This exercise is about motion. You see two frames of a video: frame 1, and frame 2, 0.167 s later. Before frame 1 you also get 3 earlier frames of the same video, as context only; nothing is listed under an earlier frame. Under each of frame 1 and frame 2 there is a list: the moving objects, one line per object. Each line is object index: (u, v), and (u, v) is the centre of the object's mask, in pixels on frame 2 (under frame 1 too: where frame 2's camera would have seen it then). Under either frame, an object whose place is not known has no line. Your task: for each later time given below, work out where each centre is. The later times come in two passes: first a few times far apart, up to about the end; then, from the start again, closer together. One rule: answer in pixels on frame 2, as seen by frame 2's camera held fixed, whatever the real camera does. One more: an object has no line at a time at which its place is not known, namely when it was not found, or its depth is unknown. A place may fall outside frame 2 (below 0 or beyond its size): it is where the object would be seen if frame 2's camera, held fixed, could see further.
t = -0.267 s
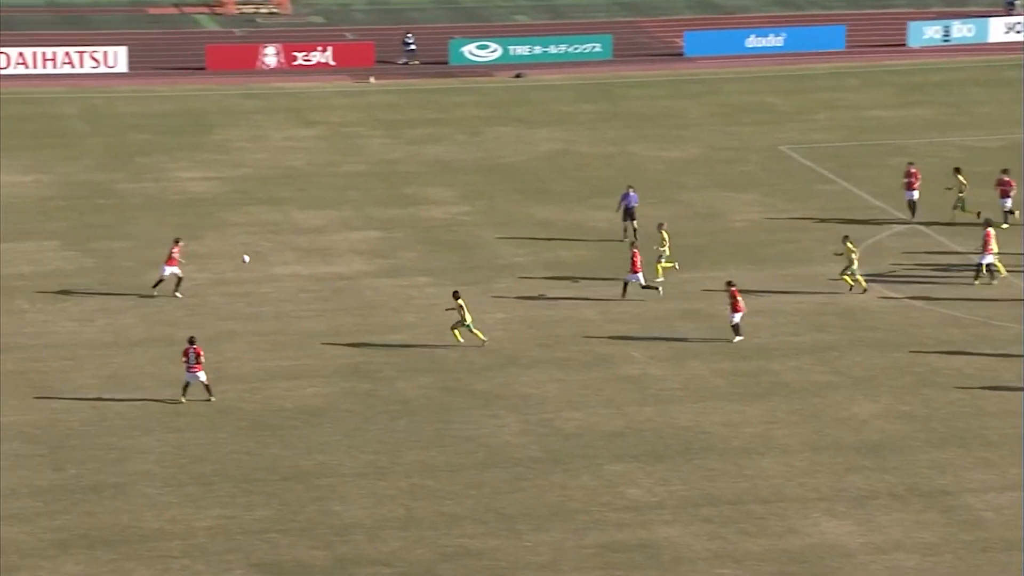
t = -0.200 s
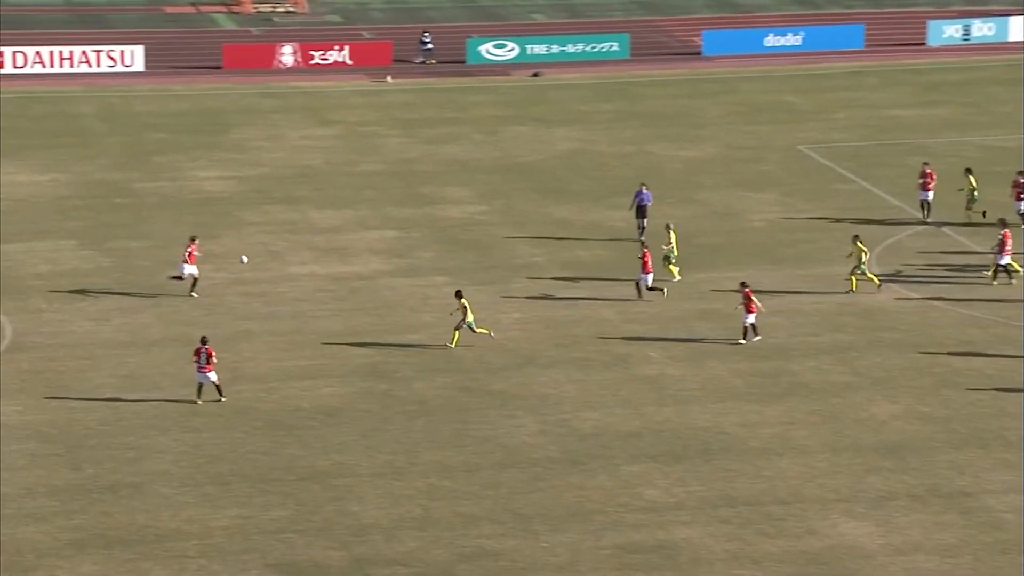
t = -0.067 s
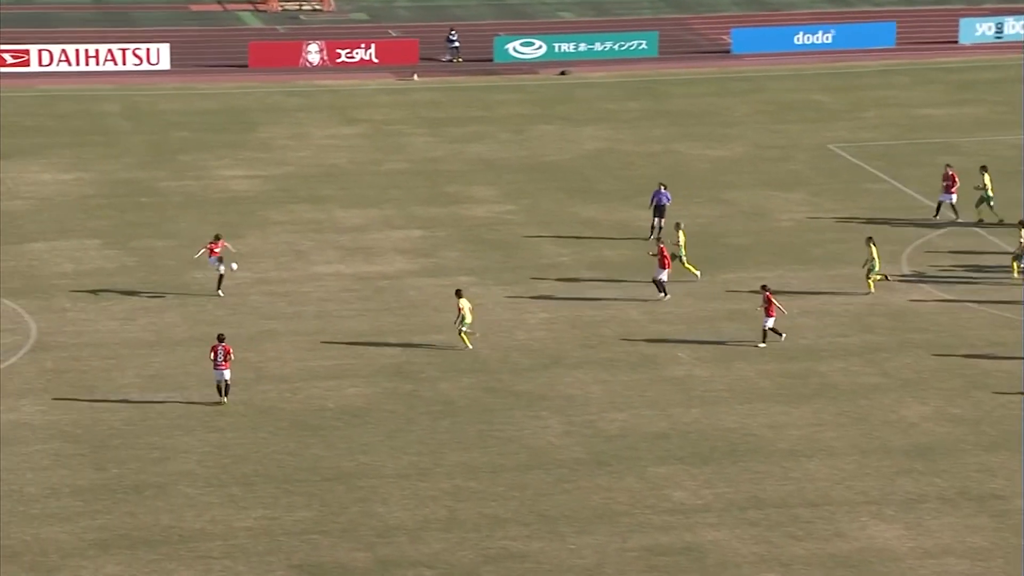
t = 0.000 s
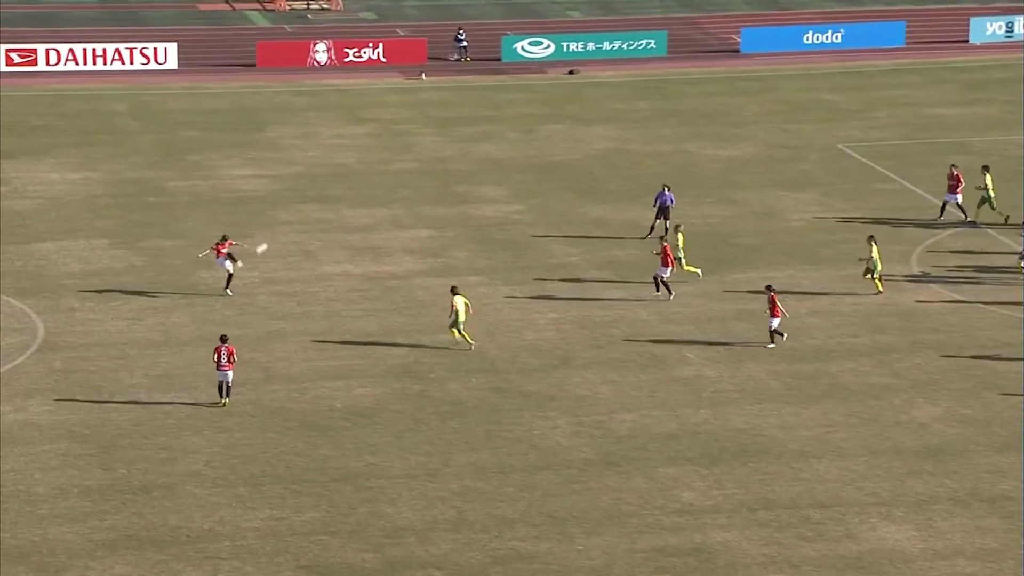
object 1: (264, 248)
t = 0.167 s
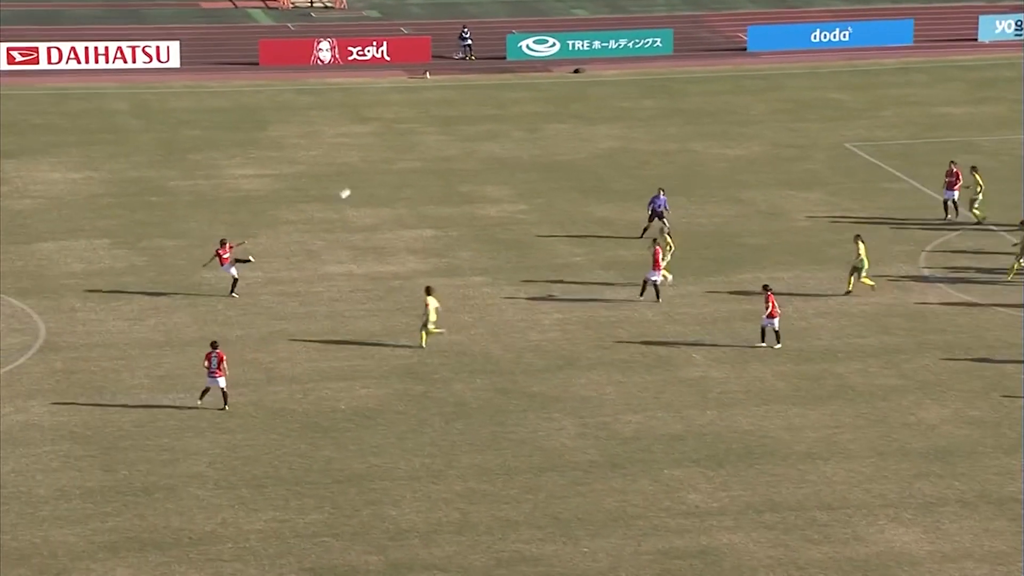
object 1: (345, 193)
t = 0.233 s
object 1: (376, 175)
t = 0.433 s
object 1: (465, 131)
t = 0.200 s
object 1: (360, 184)
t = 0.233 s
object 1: (376, 175)
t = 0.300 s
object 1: (406, 158)
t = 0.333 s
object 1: (422, 151)
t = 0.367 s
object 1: (437, 143)
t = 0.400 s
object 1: (451, 137)
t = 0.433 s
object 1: (465, 131)
